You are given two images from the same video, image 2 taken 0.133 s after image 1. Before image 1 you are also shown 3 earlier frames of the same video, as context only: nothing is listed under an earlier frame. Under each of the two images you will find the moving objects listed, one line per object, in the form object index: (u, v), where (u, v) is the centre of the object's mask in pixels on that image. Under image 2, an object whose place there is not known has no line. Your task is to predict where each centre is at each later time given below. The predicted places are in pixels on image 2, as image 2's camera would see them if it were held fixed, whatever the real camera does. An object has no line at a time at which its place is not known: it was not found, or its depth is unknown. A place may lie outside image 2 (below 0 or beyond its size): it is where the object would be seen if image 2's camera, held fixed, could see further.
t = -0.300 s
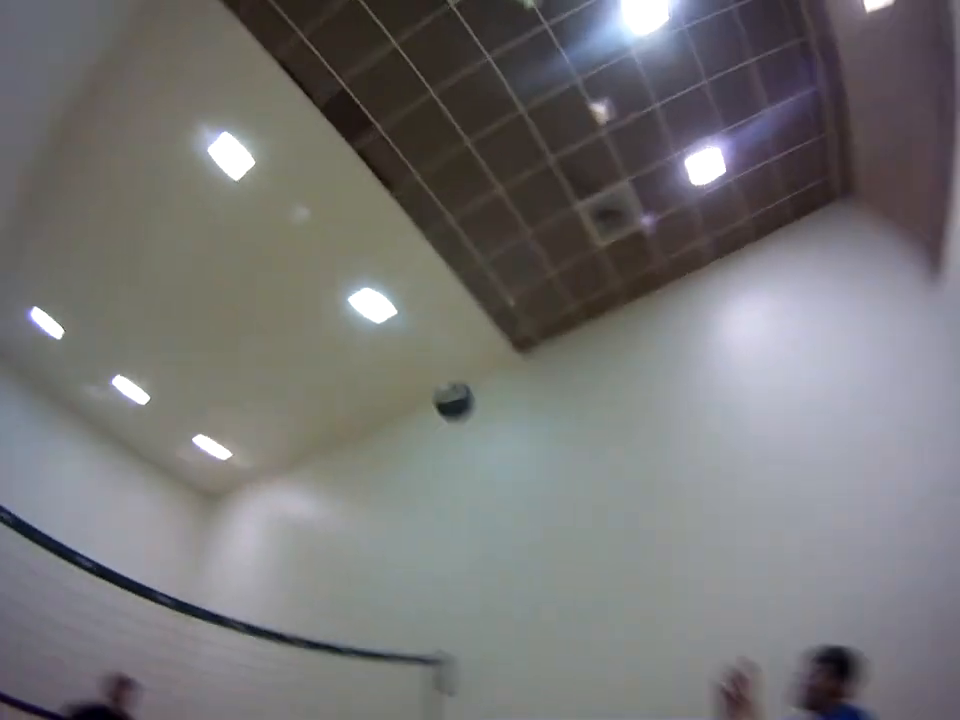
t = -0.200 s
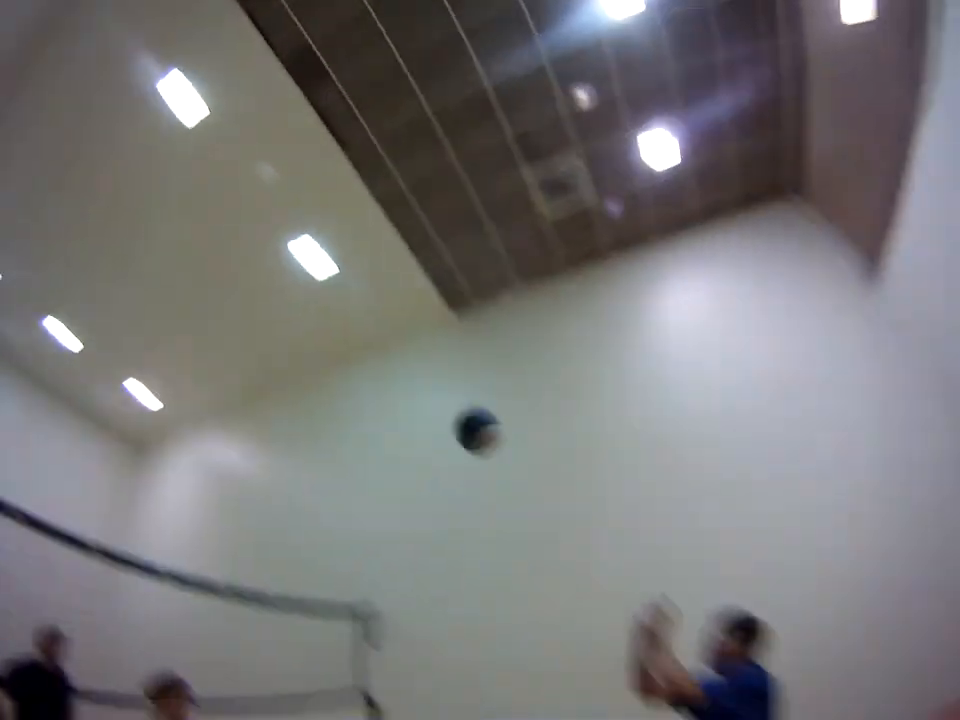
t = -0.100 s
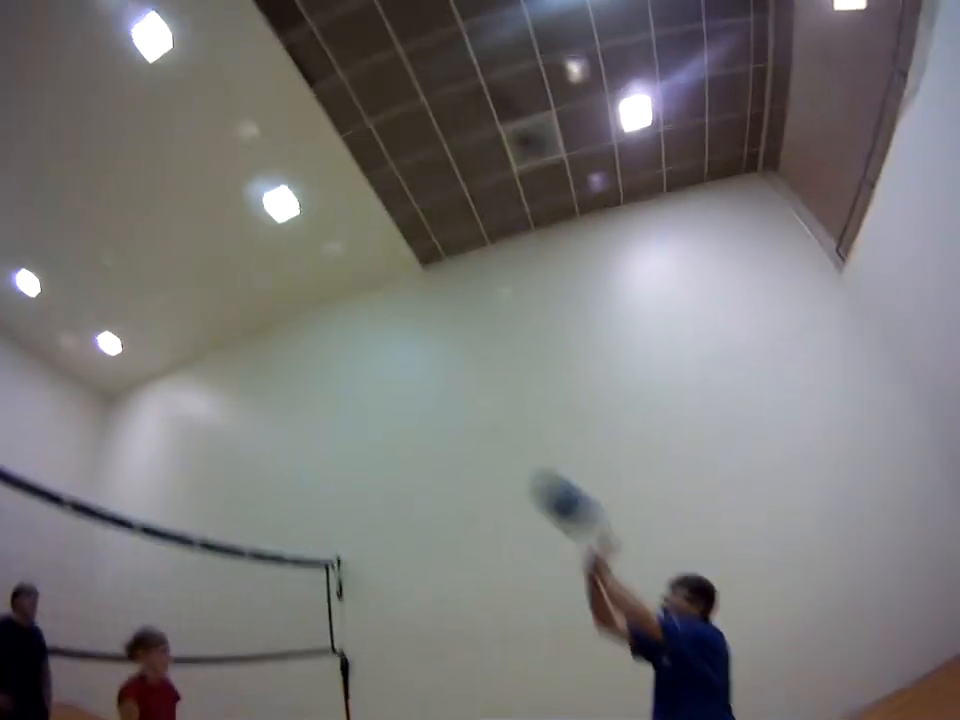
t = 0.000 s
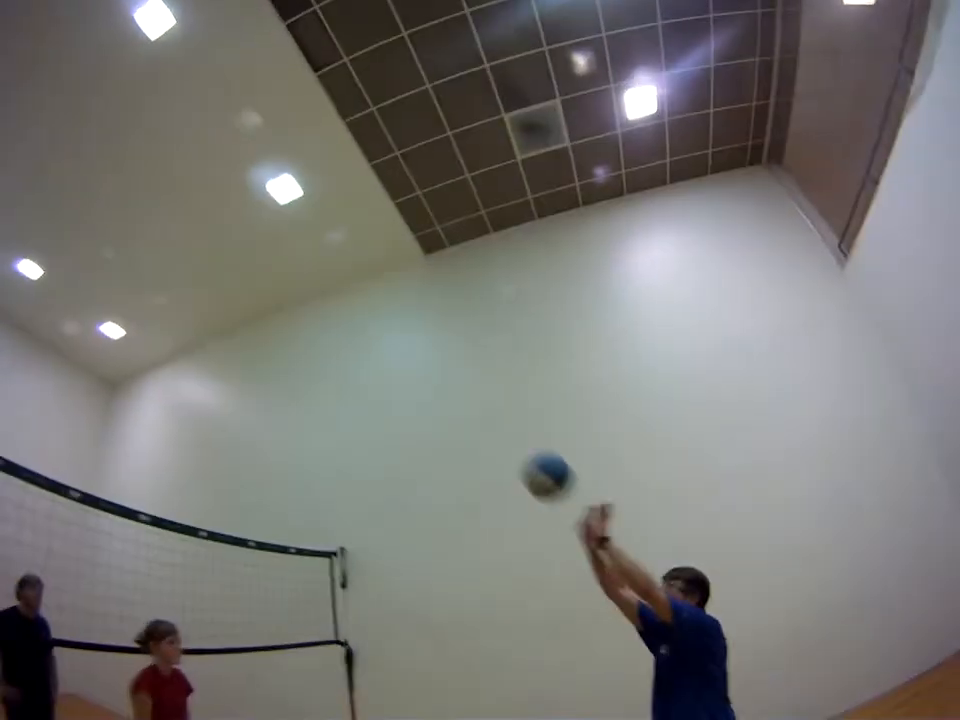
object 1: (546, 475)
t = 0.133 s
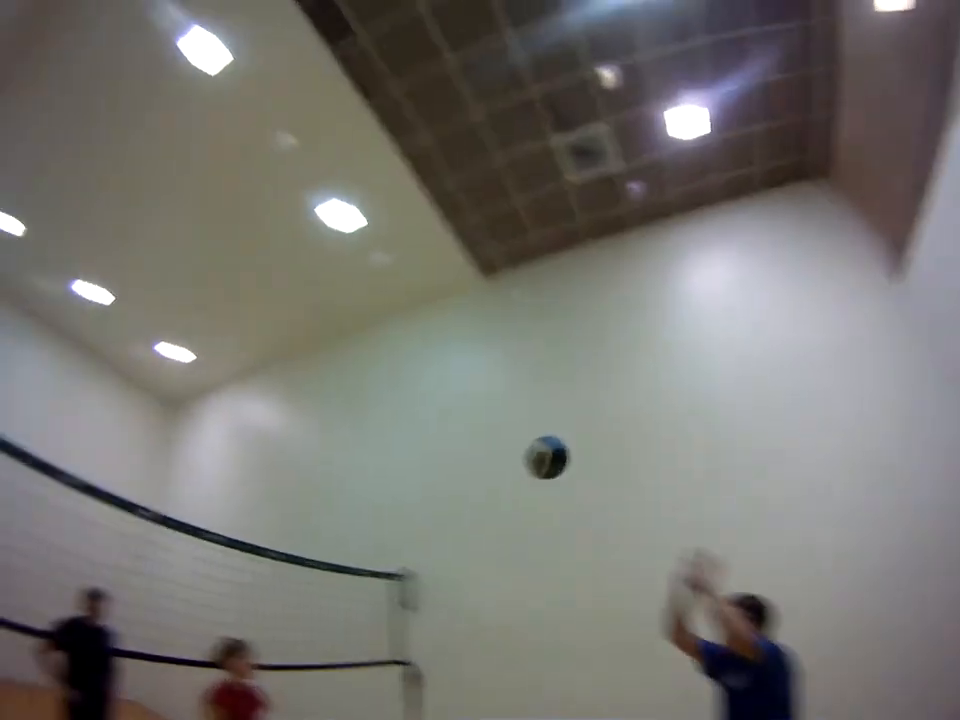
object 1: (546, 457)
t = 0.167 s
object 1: (537, 452)
